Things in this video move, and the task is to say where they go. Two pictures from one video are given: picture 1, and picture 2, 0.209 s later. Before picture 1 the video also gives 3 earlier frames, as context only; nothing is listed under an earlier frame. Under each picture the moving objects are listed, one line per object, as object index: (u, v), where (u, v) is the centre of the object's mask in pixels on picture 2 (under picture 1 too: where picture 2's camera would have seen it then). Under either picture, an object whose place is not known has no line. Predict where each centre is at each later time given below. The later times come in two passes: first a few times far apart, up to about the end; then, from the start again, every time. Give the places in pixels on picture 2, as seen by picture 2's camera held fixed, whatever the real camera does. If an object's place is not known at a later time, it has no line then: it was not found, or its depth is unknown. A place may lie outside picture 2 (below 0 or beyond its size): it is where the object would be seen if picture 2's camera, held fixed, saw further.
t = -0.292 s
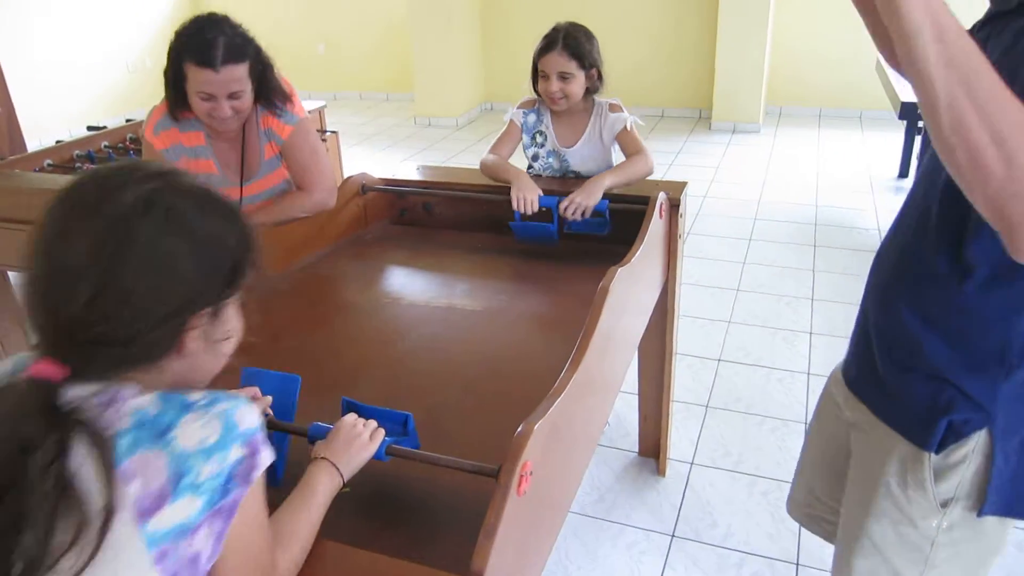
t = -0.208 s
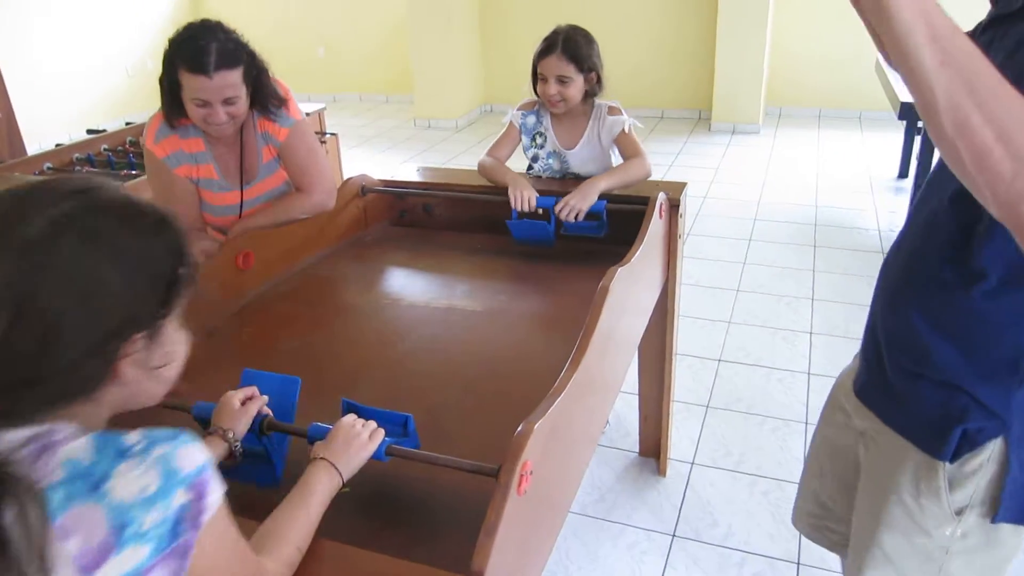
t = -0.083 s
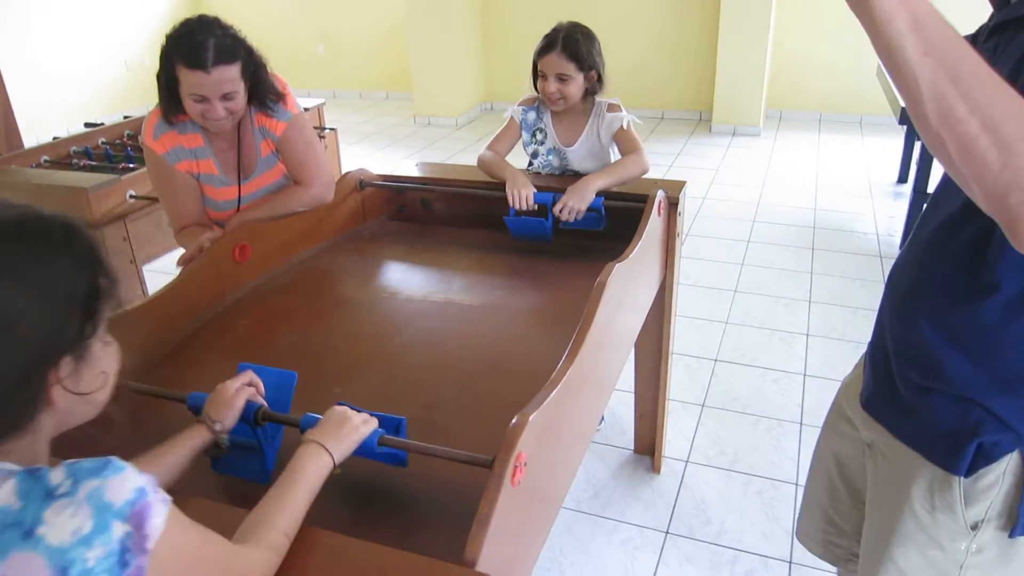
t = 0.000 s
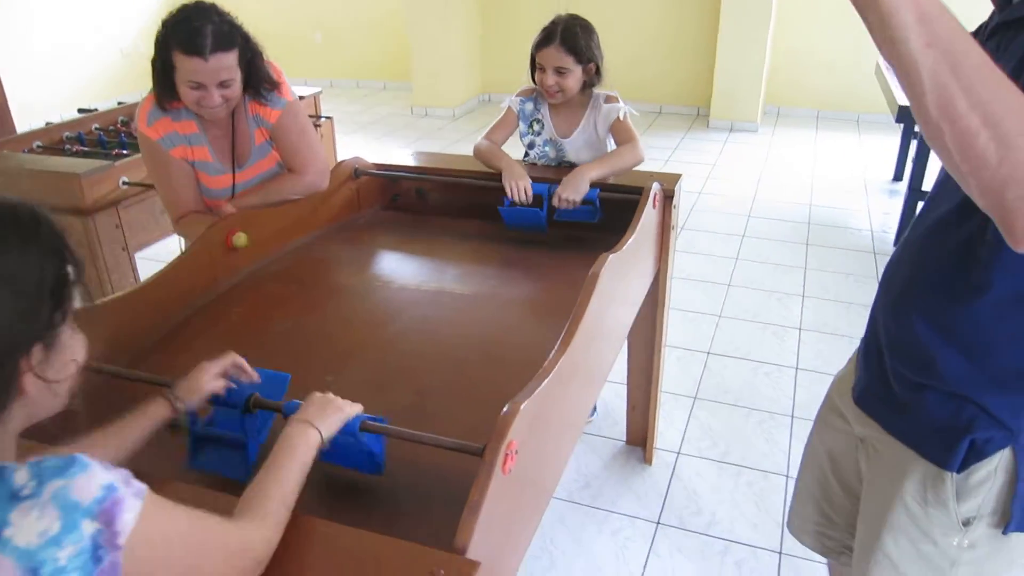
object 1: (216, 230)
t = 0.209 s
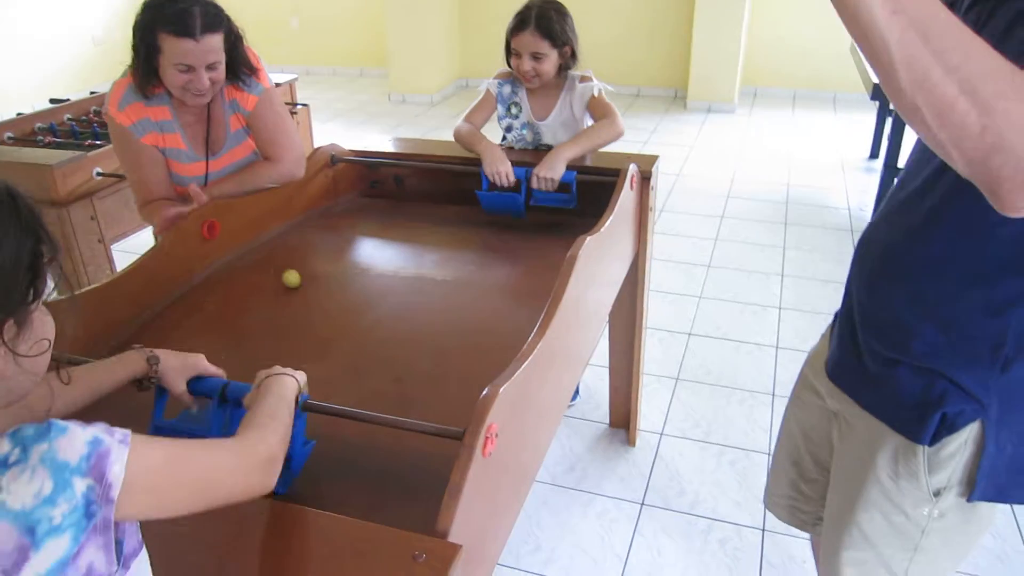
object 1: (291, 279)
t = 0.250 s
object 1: (303, 282)
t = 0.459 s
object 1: (361, 300)
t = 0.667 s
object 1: (421, 324)
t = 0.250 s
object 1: (303, 282)
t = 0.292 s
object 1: (315, 285)
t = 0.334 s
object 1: (327, 289)
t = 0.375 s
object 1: (338, 292)
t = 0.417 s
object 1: (350, 296)
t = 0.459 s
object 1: (361, 300)
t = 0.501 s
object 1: (373, 304)
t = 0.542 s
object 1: (385, 309)
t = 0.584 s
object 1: (397, 313)
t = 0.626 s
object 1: (409, 318)
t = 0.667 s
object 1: (421, 324)
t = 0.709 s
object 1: (433, 329)
